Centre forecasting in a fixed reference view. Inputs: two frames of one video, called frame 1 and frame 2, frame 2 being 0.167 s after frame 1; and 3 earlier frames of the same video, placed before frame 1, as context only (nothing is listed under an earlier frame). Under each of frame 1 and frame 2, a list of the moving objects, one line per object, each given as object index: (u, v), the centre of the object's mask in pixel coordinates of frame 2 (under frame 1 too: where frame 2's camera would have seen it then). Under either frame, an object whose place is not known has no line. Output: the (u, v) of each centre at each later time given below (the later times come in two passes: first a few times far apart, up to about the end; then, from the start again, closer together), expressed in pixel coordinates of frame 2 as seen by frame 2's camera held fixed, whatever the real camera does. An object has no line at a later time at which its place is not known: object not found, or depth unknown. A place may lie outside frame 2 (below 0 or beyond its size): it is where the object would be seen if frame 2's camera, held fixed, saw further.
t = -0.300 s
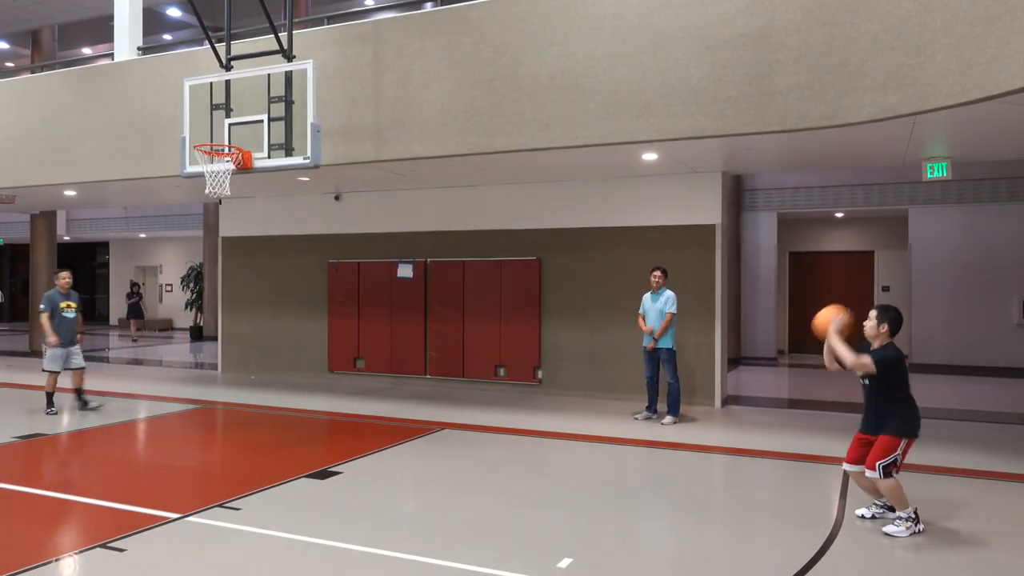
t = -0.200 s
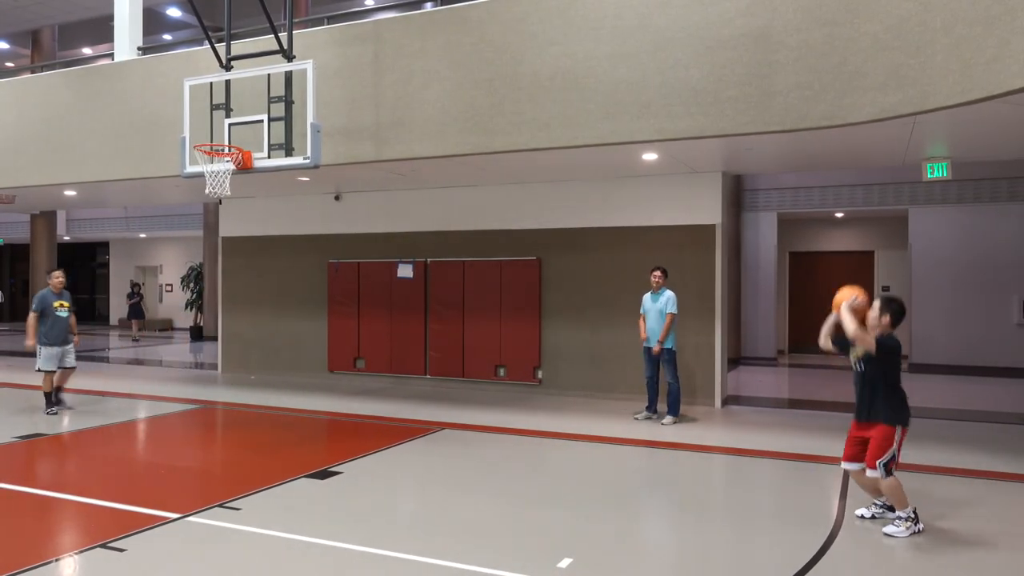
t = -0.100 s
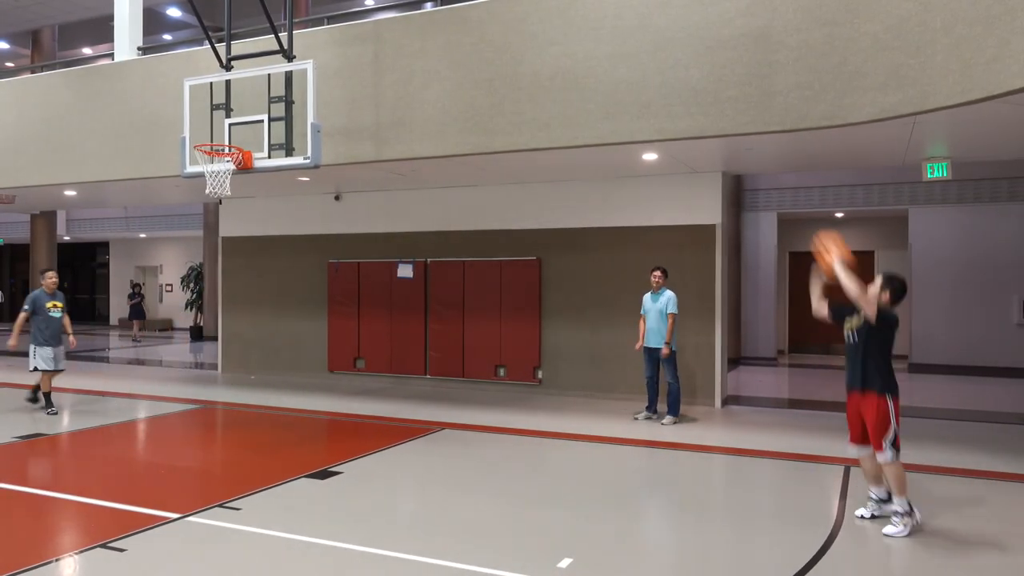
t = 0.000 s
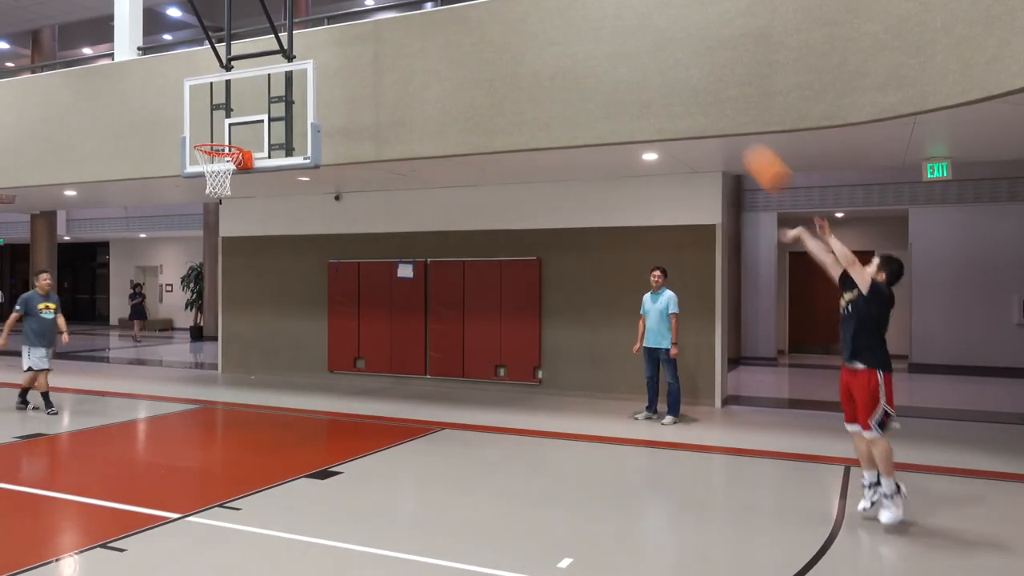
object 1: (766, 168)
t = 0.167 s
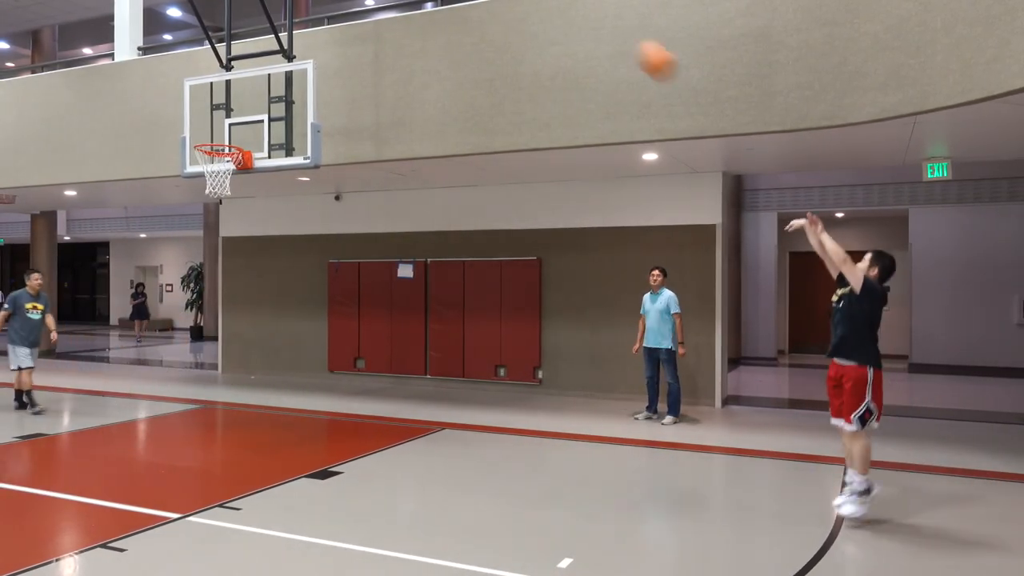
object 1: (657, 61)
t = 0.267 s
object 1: (595, 17)
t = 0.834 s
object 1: (321, 10)
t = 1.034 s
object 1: (245, 80)
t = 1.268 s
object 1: (235, 125)
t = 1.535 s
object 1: (245, 109)
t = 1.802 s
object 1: (242, 163)
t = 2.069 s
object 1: (238, 314)
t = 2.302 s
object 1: (237, 454)
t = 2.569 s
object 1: (251, 317)
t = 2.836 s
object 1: (268, 267)
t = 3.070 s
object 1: (282, 303)
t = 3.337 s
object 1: (299, 452)
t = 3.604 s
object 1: (314, 446)
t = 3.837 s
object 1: (324, 399)
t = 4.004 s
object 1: (332, 419)
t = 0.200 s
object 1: (636, 45)
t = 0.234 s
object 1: (615, 30)
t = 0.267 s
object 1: (595, 17)
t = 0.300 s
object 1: (576, 10)
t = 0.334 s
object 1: (557, 5)
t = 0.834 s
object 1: (321, 10)
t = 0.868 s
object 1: (309, 16)
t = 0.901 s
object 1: (296, 26)
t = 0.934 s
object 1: (283, 39)
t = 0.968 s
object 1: (270, 51)
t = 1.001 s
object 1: (258, 64)
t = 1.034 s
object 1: (245, 80)
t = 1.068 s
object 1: (234, 94)
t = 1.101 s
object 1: (222, 108)
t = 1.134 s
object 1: (211, 125)
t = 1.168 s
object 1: (203, 138)
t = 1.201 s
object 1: (212, 134)
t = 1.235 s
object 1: (223, 130)
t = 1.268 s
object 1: (235, 125)
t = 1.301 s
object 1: (245, 122)
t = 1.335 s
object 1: (247, 117)
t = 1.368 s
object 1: (247, 114)
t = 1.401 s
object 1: (246, 111)
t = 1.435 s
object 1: (246, 109)
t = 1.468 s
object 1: (245, 108)
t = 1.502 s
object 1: (245, 108)
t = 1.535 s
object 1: (245, 109)
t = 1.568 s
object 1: (245, 112)
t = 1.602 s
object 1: (244, 115)
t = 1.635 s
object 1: (243, 120)
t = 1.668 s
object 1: (243, 126)
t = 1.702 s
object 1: (243, 134)
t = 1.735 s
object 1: (243, 141)
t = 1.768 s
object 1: (242, 153)
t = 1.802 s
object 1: (242, 163)
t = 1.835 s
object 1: (242, 177)
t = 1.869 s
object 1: (242, 191)
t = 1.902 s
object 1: (240, 207)
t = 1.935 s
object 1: (239, 225)
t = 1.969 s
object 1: (239, 246)
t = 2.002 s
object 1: (238, 266)
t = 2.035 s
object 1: (238, 289)
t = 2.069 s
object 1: (238, 314)
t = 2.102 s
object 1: (237, 342)
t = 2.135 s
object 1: (236, 369)
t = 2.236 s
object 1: (235, 471)
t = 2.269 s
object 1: (236, 475)
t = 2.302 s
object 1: (237, 454)
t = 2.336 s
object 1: (238, 433)
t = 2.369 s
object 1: (240, 413)
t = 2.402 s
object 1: (243, 390)
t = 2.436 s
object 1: (244, 374)
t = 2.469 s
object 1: (246, 357)
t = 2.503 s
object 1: (248, 343)
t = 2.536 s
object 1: (250, 330)
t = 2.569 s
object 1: (251, 317)
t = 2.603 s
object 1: (254, 306)
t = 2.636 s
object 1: (255, 296)
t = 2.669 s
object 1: (257, 288)
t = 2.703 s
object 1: (259, 281)
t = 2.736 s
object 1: (261, 275)
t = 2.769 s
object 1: (263, 271)
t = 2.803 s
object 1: (266, 268)
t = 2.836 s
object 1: (268, 267)
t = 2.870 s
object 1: (270, 268)
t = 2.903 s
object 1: (271, 270)
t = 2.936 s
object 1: (273, 273)
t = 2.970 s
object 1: (276, 278)
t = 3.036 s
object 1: (280, 293)
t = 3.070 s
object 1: (282, 303)
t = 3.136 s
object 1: (286, 330)
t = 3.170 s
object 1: (288, 346)
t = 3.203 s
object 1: (290, 363)
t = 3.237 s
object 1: (293, 380)
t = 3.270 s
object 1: (295, 406)
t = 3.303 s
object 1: (298, 431)
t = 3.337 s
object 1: (299, 452)
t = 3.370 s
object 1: (301, 478)
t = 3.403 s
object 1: (305, 511)
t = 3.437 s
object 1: (307, 529)
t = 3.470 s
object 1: (309, 508)
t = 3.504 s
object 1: (310, 489)
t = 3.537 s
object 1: (311, 471)
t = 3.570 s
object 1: (312, 457)
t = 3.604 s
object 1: (314, 446)
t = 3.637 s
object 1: (315, 434)
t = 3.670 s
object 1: (316, 425)
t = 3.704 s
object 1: (318, 416)
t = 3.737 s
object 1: (320, 409)
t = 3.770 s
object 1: (321, 404)
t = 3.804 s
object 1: (323, 400)
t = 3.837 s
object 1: (324, 399)
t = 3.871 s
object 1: (326, 399)
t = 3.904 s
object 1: (327, 401)
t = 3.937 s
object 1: (328, 405)
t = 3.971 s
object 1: (330, 411)
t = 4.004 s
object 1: (332, 419)
